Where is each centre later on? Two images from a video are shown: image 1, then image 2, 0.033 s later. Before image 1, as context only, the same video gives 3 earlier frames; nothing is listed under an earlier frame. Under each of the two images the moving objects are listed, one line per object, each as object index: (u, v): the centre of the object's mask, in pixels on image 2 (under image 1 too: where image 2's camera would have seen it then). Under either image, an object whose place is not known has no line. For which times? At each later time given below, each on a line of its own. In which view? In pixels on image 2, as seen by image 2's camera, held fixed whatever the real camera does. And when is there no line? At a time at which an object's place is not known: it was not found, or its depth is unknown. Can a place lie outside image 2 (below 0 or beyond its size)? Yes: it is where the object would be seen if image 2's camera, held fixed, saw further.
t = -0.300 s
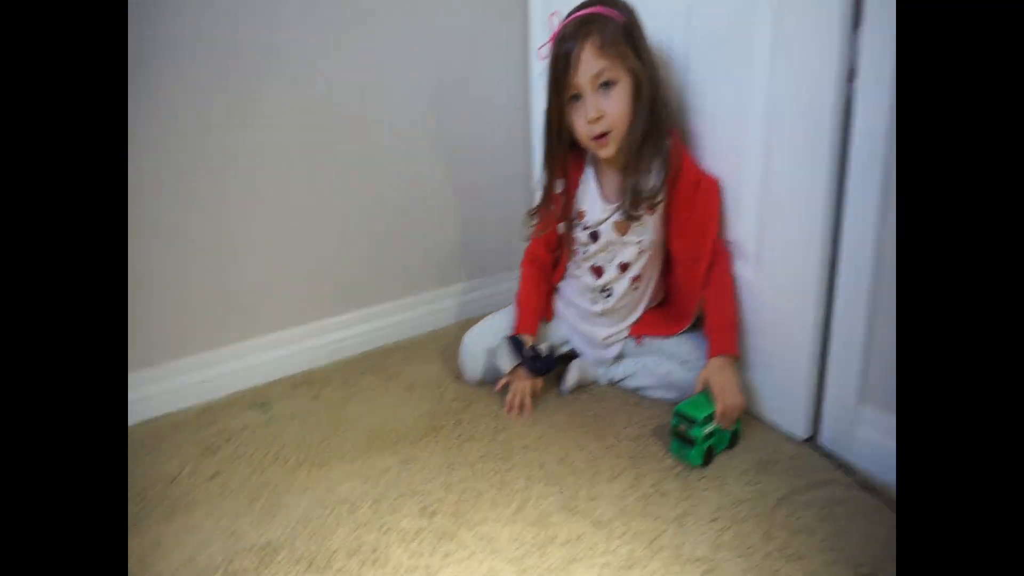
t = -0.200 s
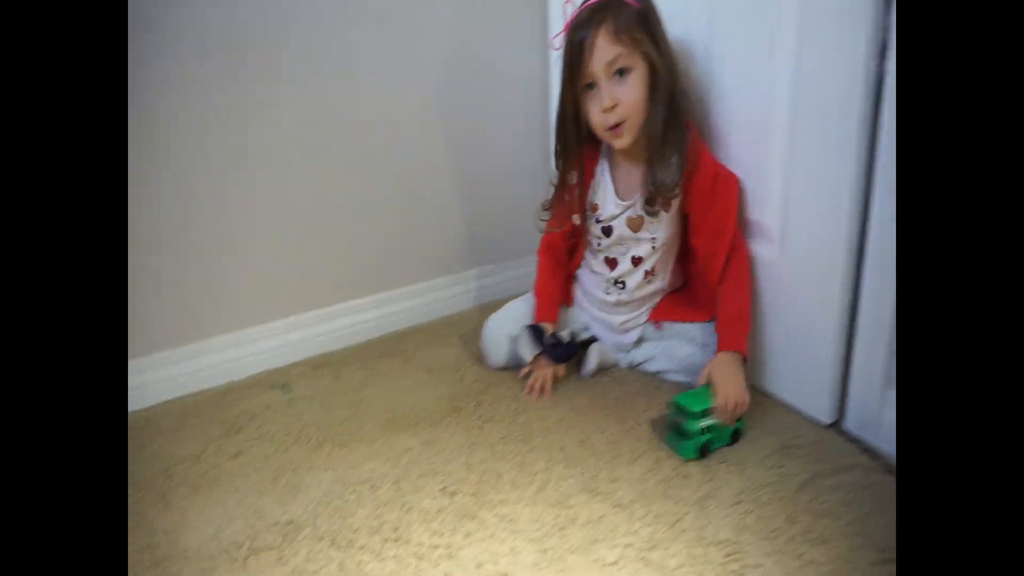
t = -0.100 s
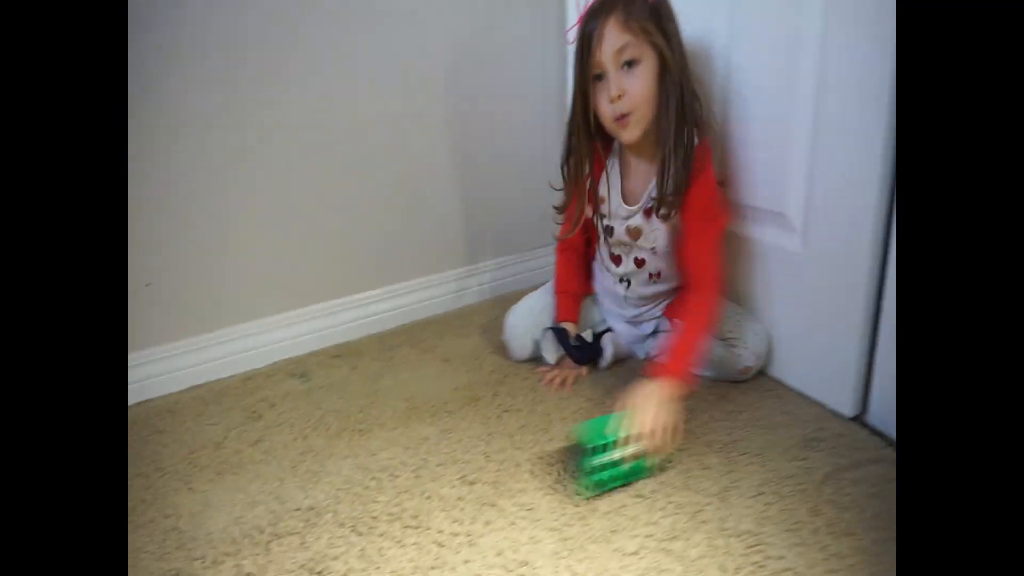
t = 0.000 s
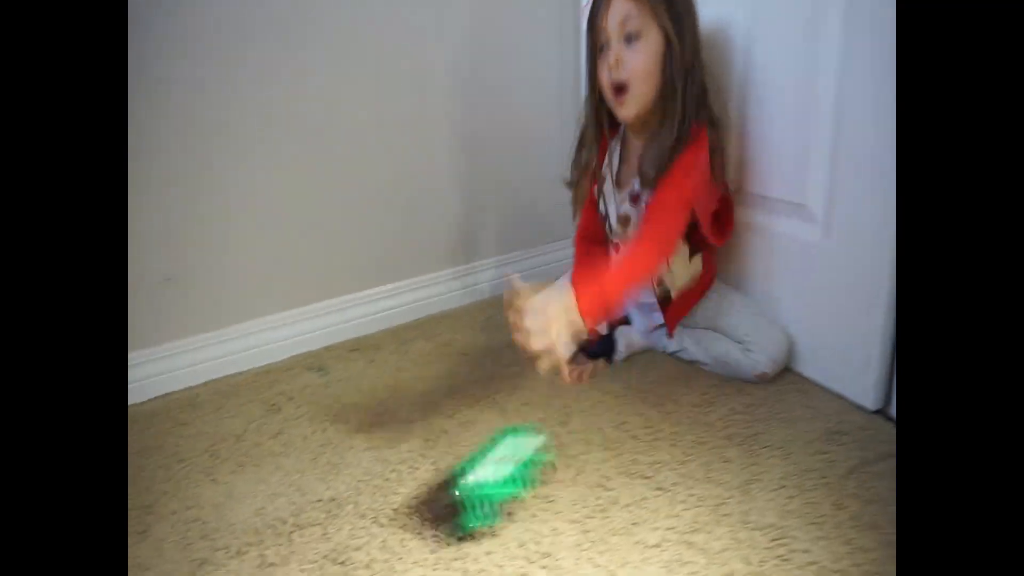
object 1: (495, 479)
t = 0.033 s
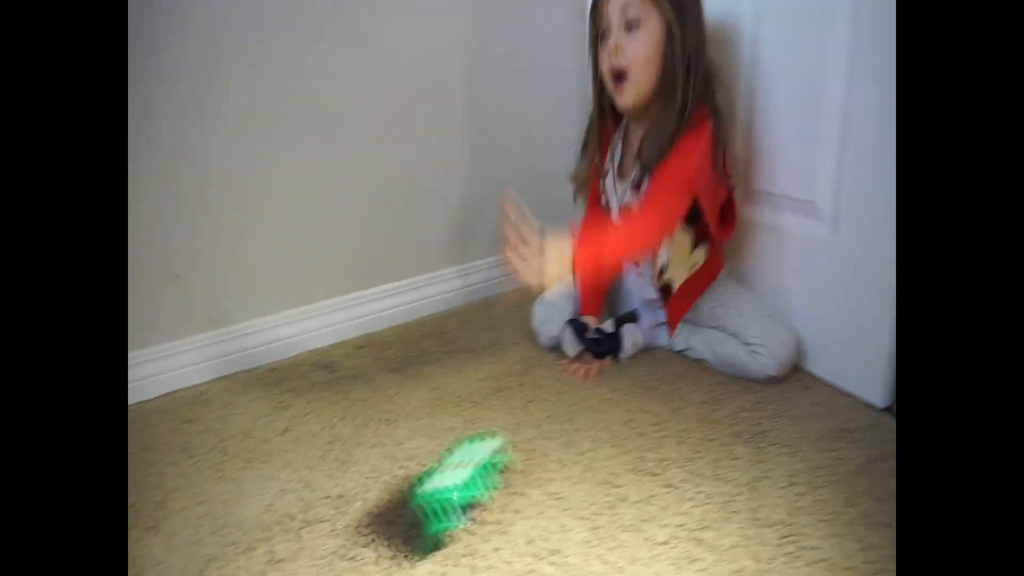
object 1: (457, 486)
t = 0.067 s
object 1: (408, 509)
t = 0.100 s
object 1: (366, 528)
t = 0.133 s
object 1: (336, 528)
